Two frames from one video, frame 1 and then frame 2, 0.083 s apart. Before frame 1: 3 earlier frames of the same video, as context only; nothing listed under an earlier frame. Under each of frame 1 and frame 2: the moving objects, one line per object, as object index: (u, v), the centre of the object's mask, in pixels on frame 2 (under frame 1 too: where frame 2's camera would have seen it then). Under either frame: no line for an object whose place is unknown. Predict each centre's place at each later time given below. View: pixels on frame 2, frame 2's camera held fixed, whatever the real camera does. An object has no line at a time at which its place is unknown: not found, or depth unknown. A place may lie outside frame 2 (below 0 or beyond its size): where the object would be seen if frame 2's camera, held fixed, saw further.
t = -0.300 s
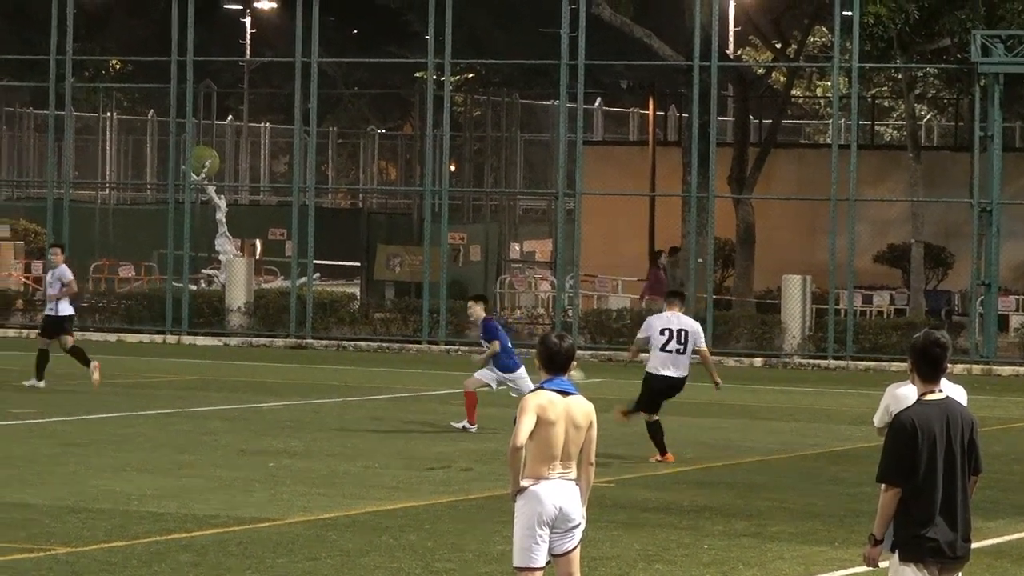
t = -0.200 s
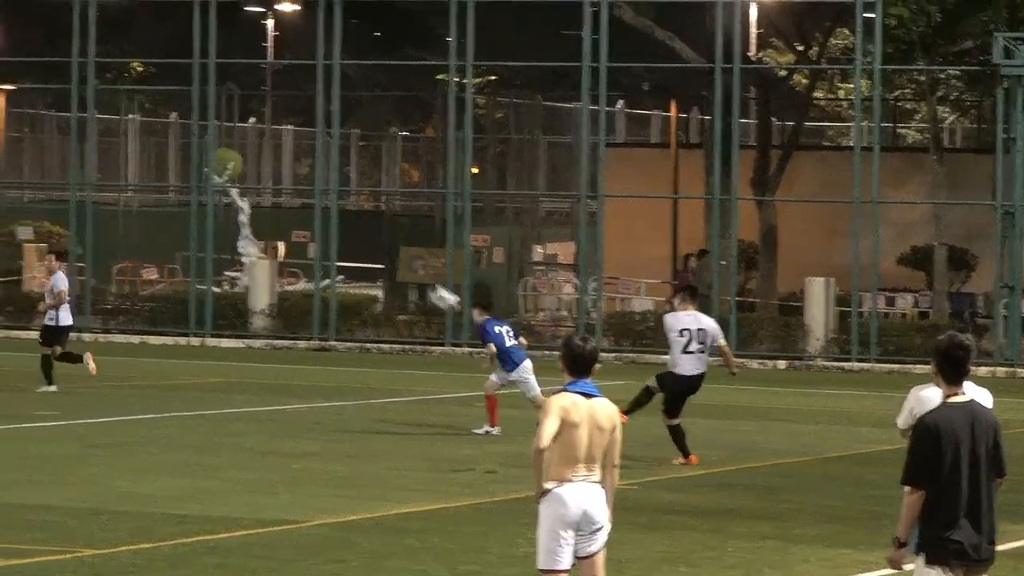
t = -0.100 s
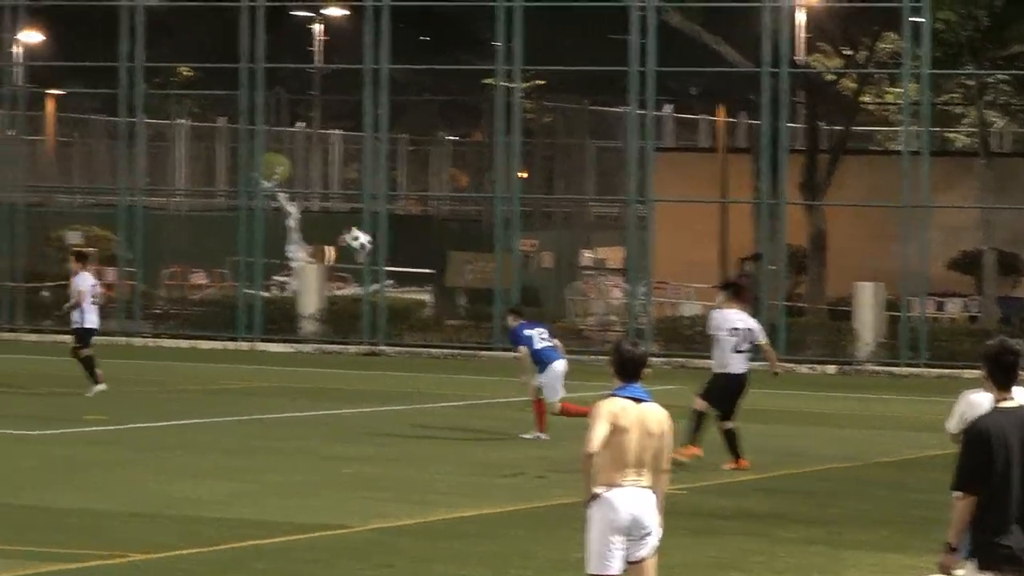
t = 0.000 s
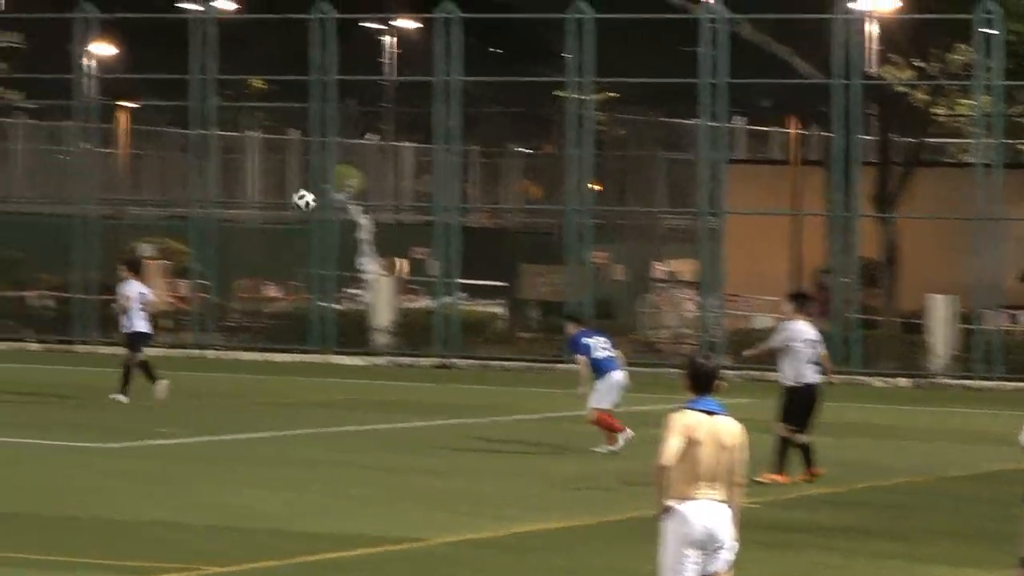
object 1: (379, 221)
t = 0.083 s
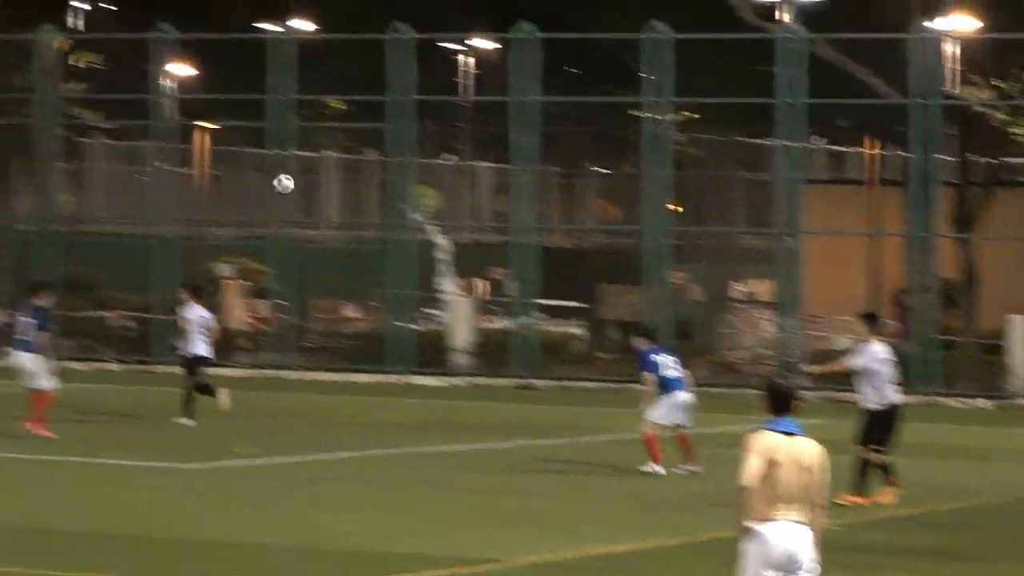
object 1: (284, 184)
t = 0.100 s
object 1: (264, 178)
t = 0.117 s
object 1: (246, 172)
